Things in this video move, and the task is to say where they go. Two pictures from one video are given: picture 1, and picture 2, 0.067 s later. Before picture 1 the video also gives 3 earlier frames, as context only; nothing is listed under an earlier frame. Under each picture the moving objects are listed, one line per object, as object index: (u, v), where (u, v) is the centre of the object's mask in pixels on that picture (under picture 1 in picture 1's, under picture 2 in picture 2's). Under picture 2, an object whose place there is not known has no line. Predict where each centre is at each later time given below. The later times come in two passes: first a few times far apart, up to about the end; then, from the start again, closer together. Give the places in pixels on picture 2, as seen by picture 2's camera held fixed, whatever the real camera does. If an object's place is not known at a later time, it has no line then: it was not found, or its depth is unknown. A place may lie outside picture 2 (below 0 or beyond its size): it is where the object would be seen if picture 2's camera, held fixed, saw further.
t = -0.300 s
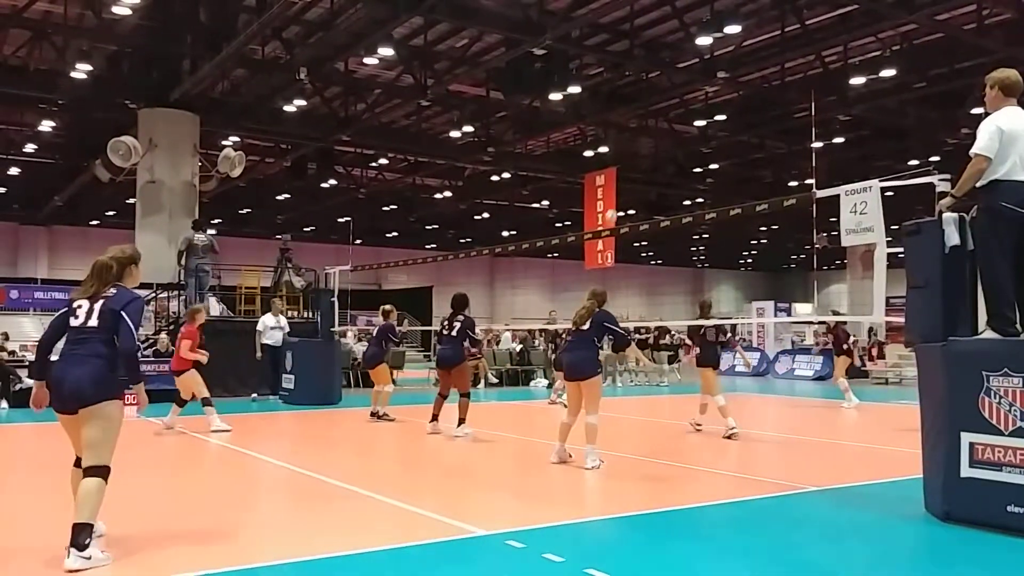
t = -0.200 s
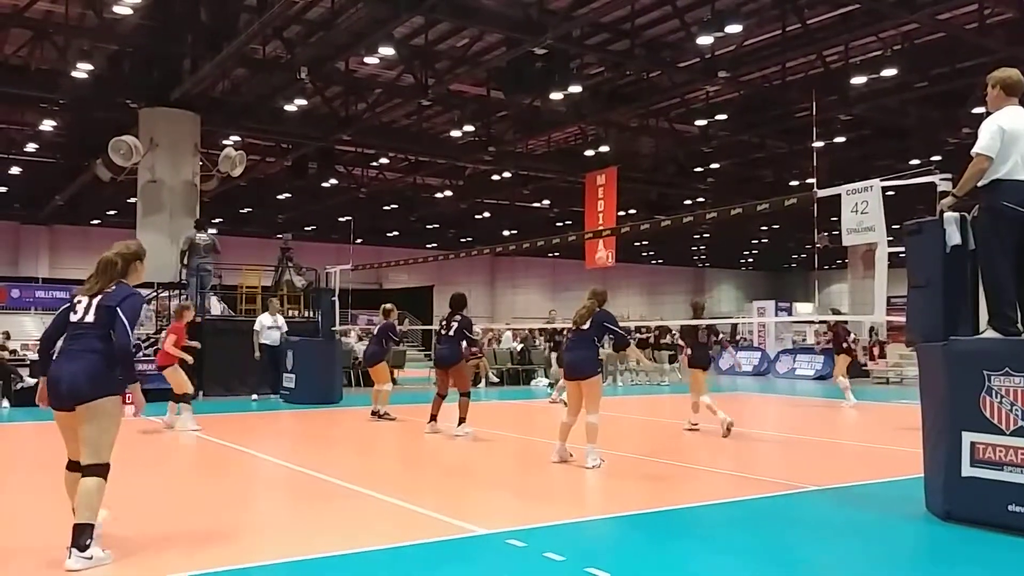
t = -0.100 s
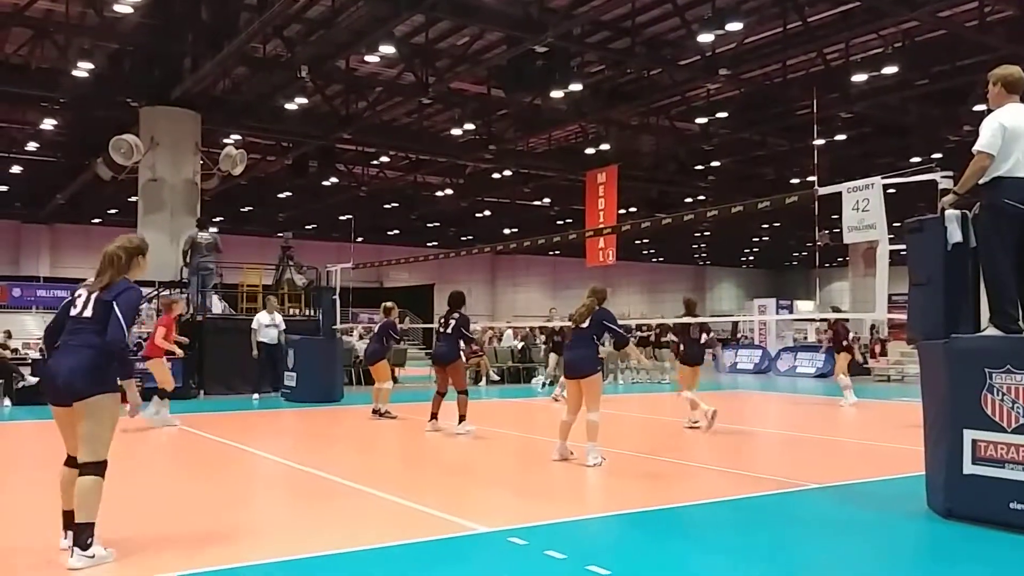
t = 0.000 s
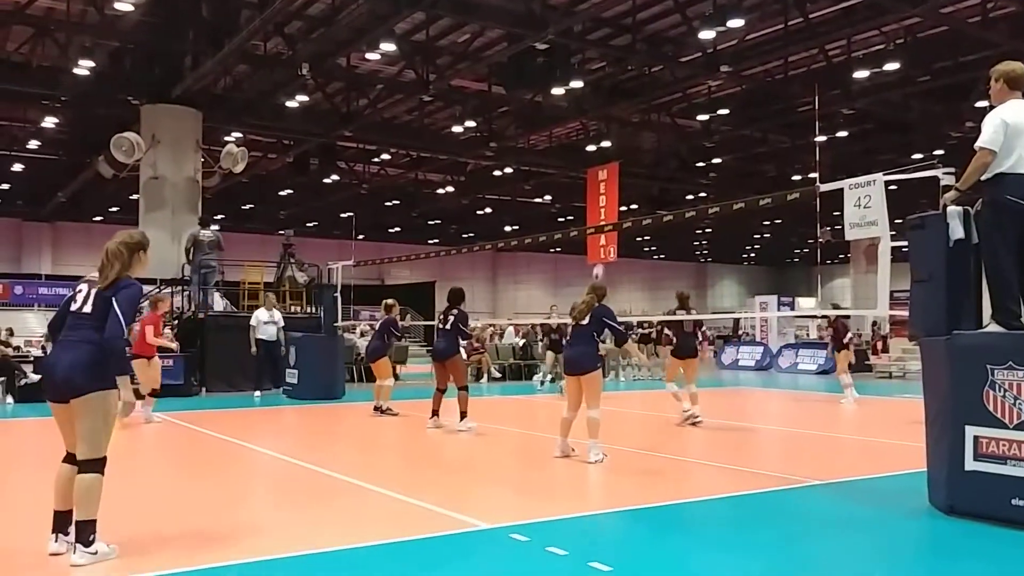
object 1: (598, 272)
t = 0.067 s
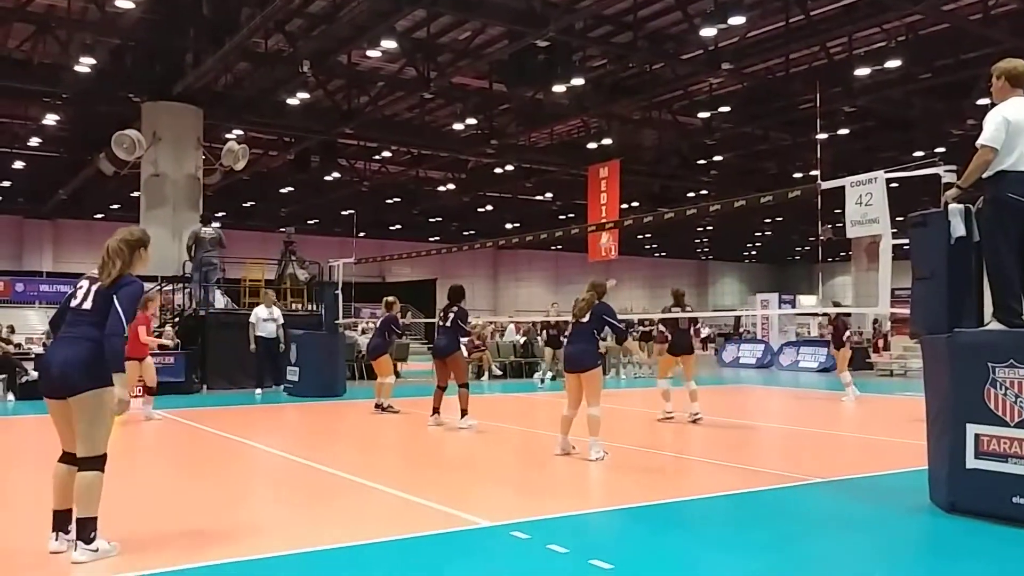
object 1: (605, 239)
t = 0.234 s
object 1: (623, 179)
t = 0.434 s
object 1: (645, 121)
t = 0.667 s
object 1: (671, 79)
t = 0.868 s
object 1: (695, 68)
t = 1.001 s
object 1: (712, 77)
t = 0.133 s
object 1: (613, 214)
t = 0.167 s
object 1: (616, 202)
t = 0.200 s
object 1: (620, 190)
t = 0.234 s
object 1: (623, 179)
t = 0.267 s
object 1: (627, 168)
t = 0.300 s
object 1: (630, 158)
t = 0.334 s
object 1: (634, 148)
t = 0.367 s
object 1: (637, 139)
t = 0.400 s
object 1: (641, 130)
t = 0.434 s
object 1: (645, 121)
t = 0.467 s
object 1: (648, 113)
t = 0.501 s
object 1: (652, 107)
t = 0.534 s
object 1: (656, 100)
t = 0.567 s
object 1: (660, 94)
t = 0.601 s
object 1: (664, 88)
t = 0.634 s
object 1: (667, 84)
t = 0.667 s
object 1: (671, 79)
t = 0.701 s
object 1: (675, 76)
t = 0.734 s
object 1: (679, 73)
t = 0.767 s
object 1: (683, 71)
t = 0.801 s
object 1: (687, 69)
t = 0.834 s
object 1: (691, 68)
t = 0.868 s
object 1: (695, 68)
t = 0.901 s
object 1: (699, 69)
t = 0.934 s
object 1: (704, 71)
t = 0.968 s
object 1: (708, 73)
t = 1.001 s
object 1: (712, 77)
